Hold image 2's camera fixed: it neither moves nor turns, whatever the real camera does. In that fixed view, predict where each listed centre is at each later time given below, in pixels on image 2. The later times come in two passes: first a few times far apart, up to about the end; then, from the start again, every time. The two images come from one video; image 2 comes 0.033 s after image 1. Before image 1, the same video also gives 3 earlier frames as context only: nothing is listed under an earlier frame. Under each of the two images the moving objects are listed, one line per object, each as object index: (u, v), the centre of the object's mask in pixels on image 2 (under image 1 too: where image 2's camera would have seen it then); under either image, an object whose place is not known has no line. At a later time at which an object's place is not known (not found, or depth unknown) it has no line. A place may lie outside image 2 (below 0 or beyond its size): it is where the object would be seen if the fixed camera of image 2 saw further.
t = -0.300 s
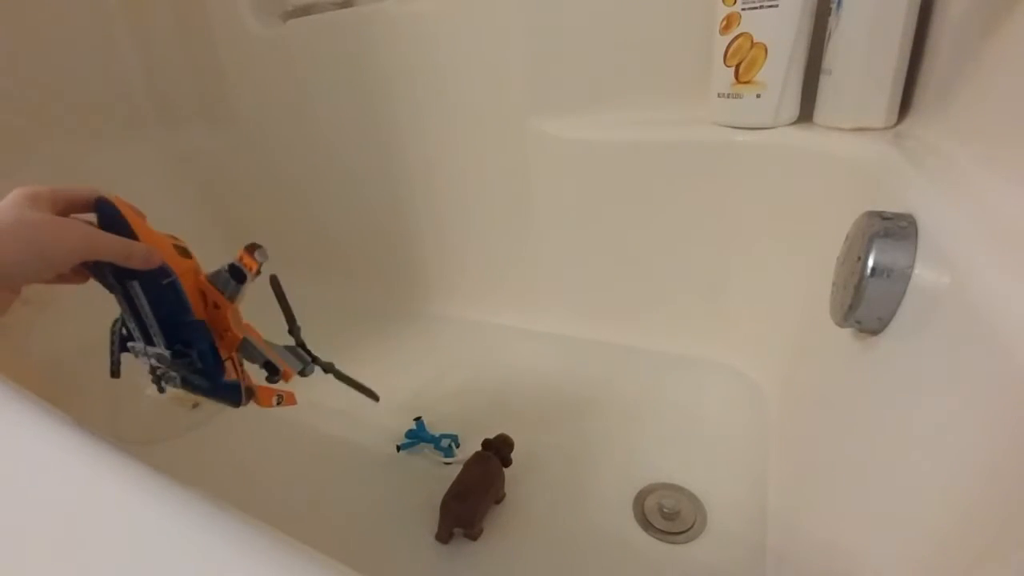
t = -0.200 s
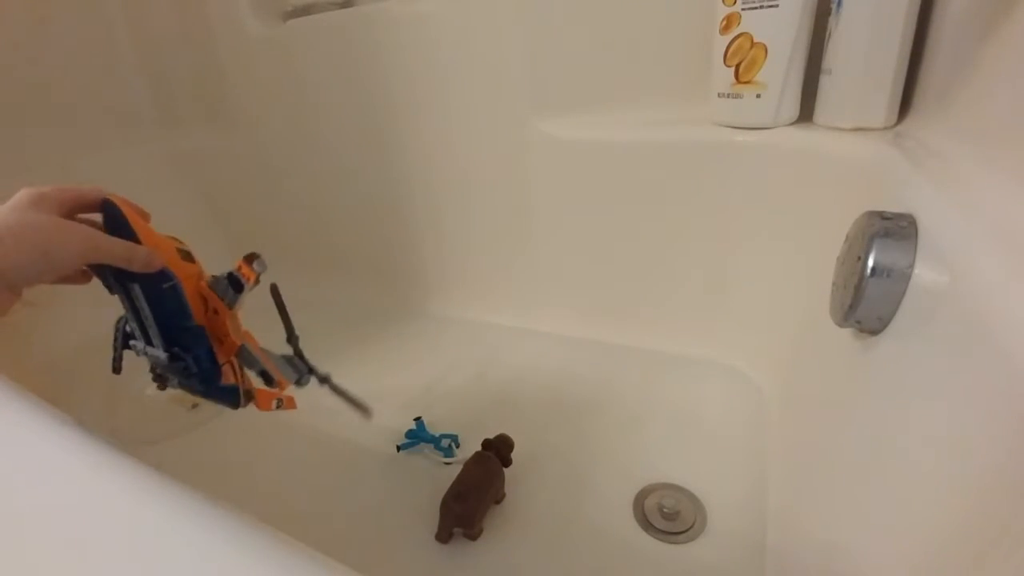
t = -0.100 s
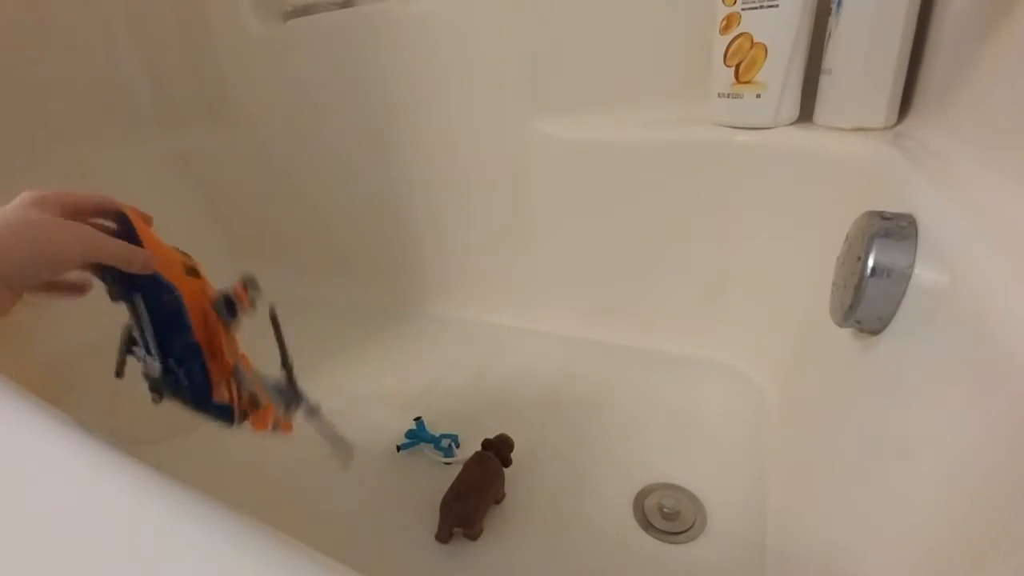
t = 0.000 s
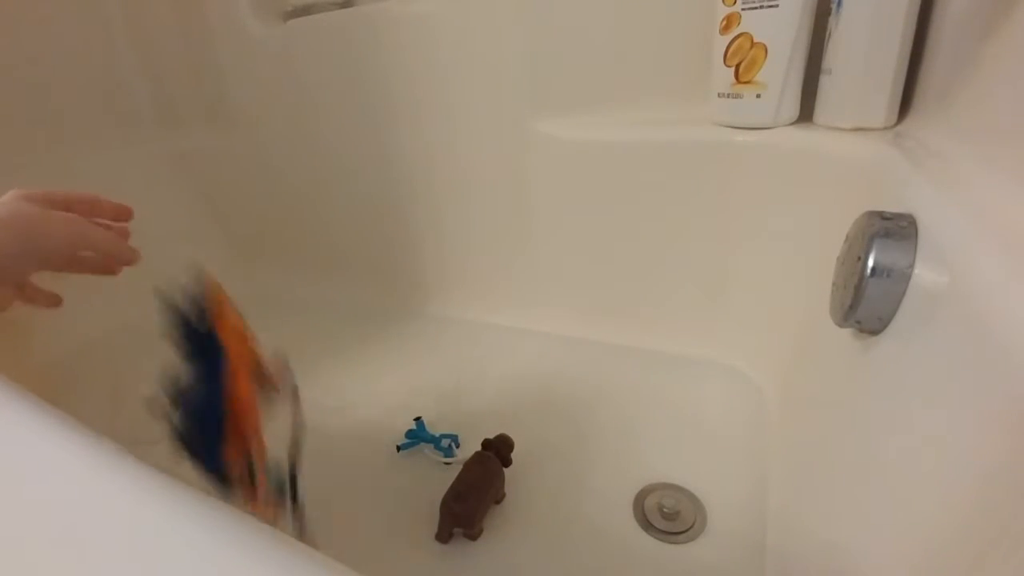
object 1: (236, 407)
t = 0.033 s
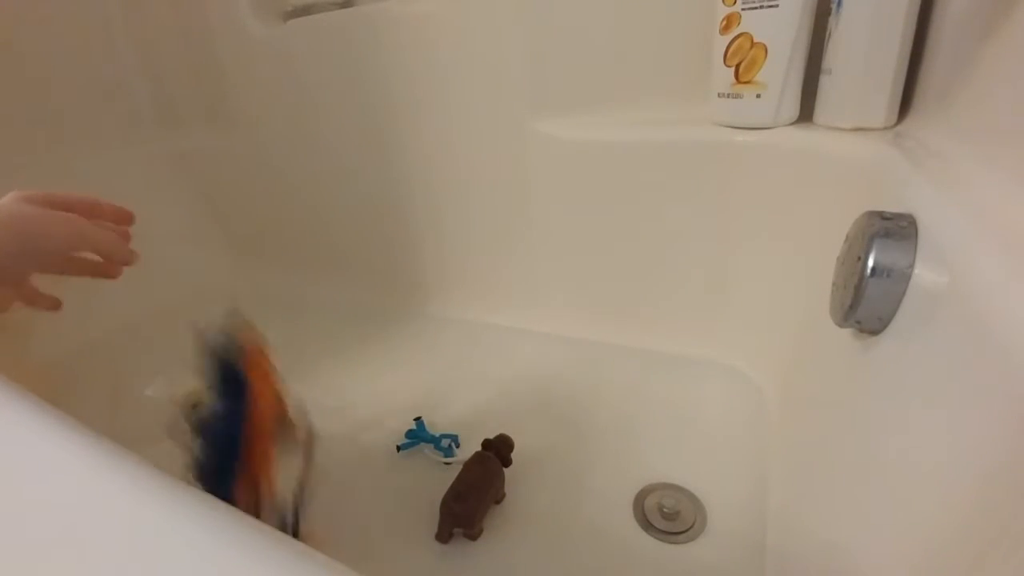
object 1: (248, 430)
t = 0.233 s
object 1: (328, 476)
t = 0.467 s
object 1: (337, 477)
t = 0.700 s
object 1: (338, 477)
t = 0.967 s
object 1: (338, 477)
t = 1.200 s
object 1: (338, 477)
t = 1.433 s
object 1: (338, 477)
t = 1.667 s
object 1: (338, 477)
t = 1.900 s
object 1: (338, 478)
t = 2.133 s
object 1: (338, 478)
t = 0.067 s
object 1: (272, 454)
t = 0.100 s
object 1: (294, 466)
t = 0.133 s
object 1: (308, 478)
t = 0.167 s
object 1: (318, 481)
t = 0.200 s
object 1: (324, 478)
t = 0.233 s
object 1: (328, 476)
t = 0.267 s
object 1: (333, 477)
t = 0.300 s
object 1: (334, 477)
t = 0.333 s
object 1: (336, 477)
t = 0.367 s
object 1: (337, 477)
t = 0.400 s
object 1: (338, 478)
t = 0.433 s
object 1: (338, 478)
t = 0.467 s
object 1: (337, 477)
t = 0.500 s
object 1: (338, 478)
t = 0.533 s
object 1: (338, 478)
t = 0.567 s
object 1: (338, 478)
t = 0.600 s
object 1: (338, 478)
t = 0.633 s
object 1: (338, 478)
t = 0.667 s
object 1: (338, 478)
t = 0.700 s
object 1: (338, 477)
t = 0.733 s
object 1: (338, 478)
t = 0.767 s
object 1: (338, 478)
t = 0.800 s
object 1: (338, 477)
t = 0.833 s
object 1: (338, 477)
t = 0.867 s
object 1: (338, 478)
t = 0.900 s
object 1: (338, 477)
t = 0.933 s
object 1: (338, 477)
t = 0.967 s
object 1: (338, 477)
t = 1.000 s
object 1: (338, 477)
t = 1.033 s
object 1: (338, 477)
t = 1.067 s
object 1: (337, 477)
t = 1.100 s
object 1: (337, 477)
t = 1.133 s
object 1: (338, 477)
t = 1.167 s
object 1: (338, 477)
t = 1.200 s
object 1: (338, 477)
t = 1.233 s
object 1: (338, 477)
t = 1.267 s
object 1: (338, 477)
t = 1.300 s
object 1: (338, 477)
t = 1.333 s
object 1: (338, 477)
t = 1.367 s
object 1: (338, 477)
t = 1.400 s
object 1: (338, 477)
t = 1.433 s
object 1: (338, 477)
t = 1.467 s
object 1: (338, 477)
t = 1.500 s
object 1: (338, 477)
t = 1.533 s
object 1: (338, 477)
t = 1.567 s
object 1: (338, 477)
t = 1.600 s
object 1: (338, 477)
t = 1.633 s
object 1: (338, 477)
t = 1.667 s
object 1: (338, 477)
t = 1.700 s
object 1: (338, 477)
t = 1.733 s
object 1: (338, 477)
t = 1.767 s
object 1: (338, 478)
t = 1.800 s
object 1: (338, 477)
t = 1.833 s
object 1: (338, 477)
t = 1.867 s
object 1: (338, 478)
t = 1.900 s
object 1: (338, 478)
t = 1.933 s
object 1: (338, 478)
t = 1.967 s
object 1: (338, 478)
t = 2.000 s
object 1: (338, 478)
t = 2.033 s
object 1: (338, 478)
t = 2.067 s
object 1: (338, 478)
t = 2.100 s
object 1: (338, 478)
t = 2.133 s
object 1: (338, 478)
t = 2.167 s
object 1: (338, 478)
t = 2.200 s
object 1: (338, 479)
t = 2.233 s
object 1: (338, 479)
